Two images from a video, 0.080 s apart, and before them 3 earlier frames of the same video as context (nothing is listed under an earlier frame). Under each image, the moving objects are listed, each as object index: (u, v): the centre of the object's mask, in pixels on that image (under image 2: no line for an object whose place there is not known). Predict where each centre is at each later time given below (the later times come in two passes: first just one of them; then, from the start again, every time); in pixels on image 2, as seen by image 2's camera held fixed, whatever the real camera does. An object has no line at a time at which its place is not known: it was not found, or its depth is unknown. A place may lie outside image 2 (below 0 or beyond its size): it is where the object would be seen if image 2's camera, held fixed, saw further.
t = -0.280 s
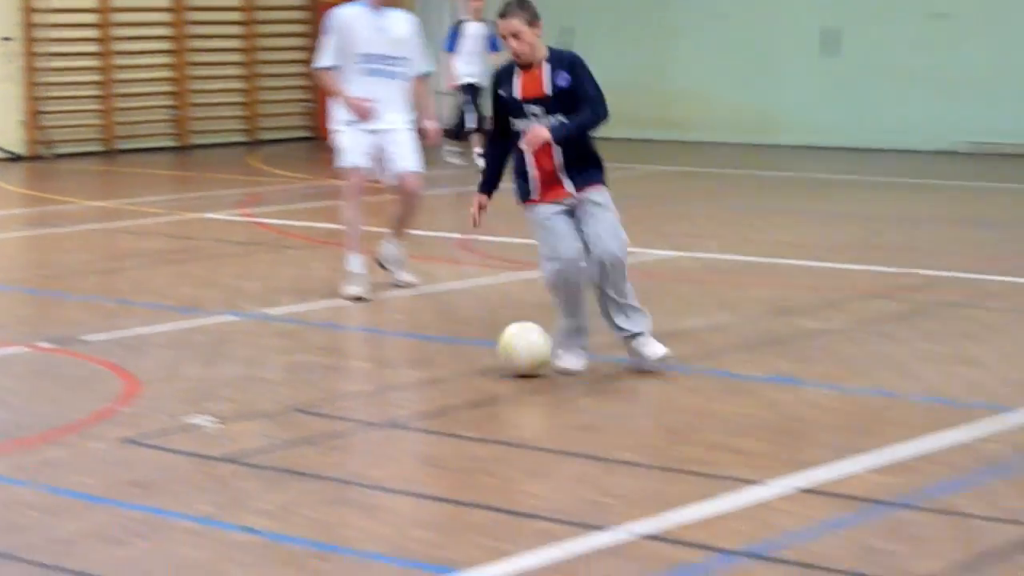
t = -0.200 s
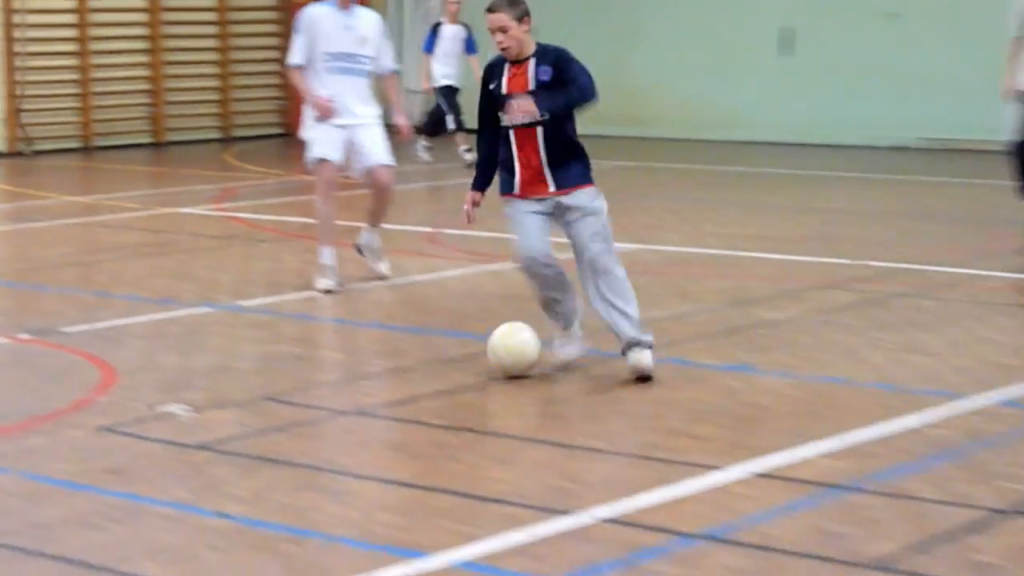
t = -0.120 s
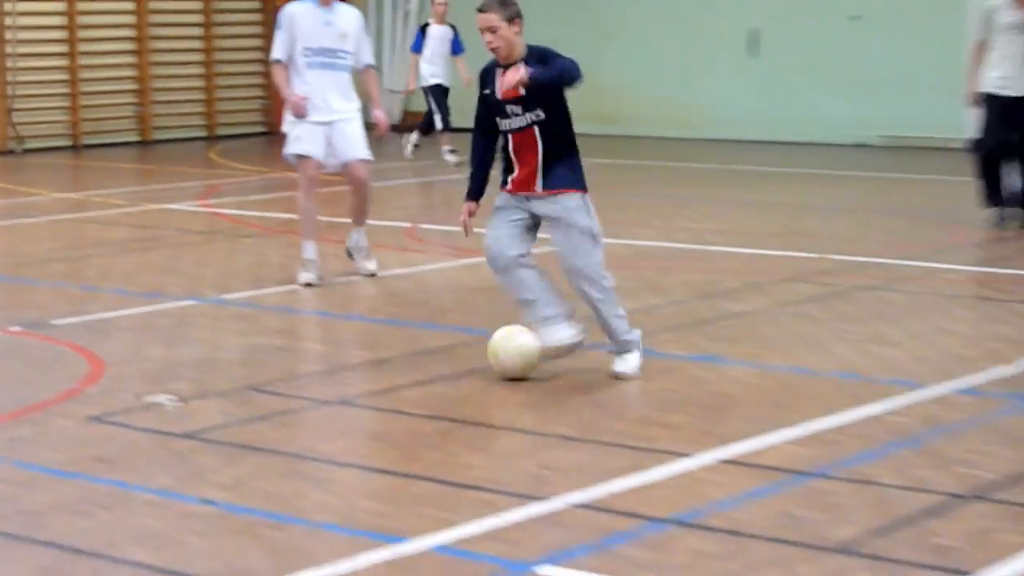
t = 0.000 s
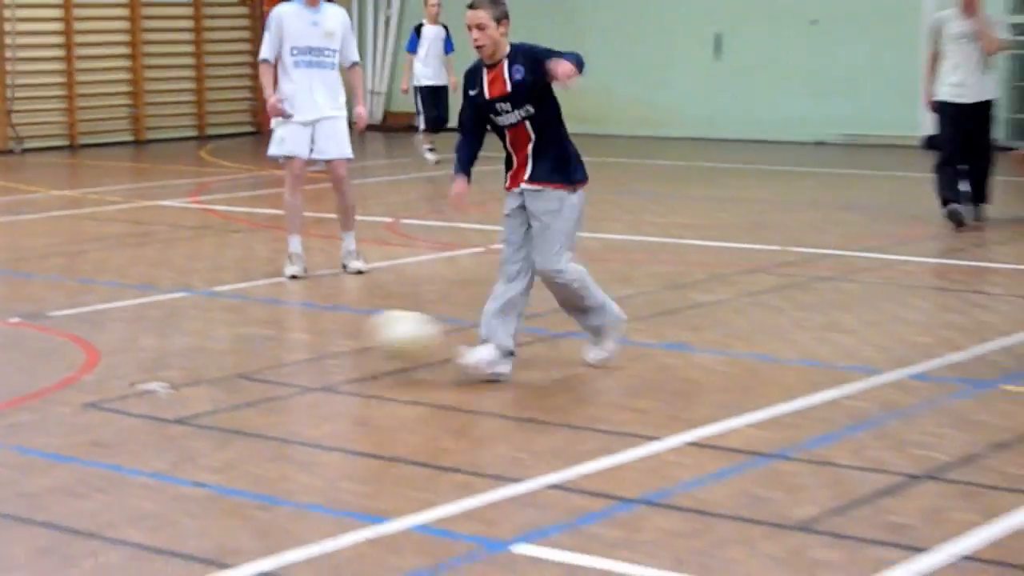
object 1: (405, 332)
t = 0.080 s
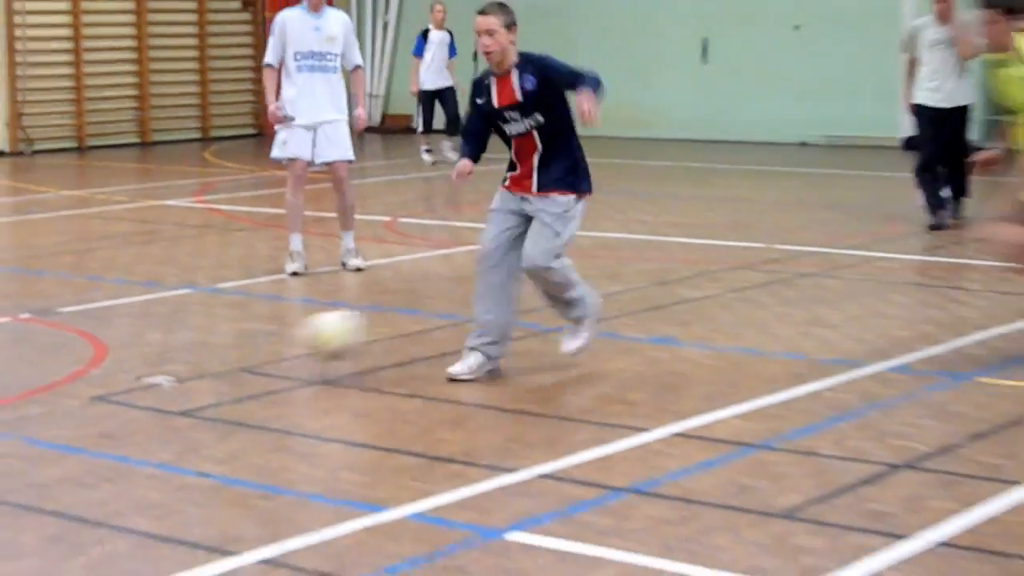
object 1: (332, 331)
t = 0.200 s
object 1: (241, 344)
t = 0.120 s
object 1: (301, 341)
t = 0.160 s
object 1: (270, 351)
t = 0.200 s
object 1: (241, 344)
